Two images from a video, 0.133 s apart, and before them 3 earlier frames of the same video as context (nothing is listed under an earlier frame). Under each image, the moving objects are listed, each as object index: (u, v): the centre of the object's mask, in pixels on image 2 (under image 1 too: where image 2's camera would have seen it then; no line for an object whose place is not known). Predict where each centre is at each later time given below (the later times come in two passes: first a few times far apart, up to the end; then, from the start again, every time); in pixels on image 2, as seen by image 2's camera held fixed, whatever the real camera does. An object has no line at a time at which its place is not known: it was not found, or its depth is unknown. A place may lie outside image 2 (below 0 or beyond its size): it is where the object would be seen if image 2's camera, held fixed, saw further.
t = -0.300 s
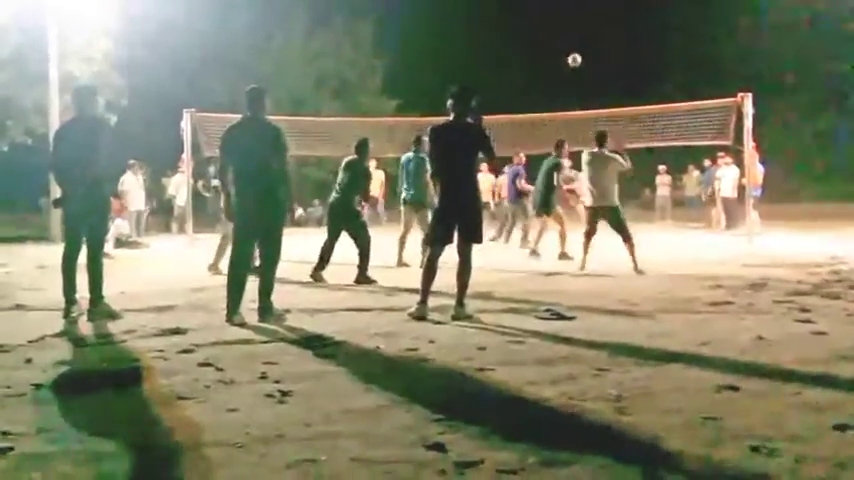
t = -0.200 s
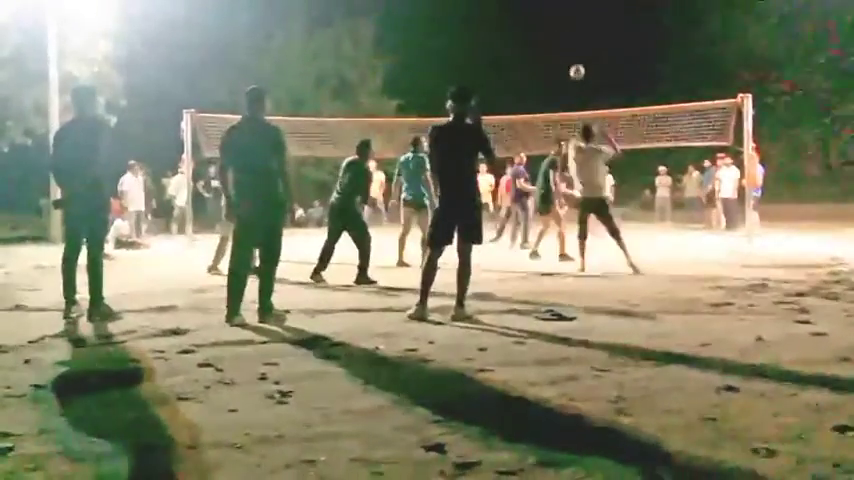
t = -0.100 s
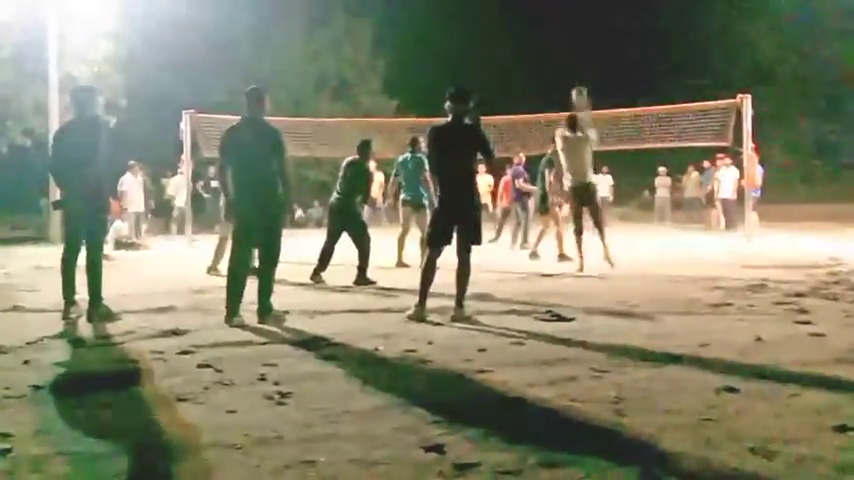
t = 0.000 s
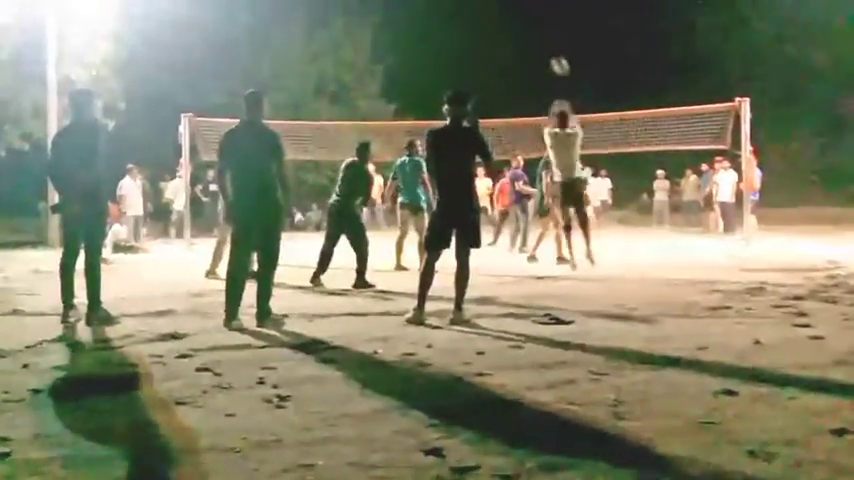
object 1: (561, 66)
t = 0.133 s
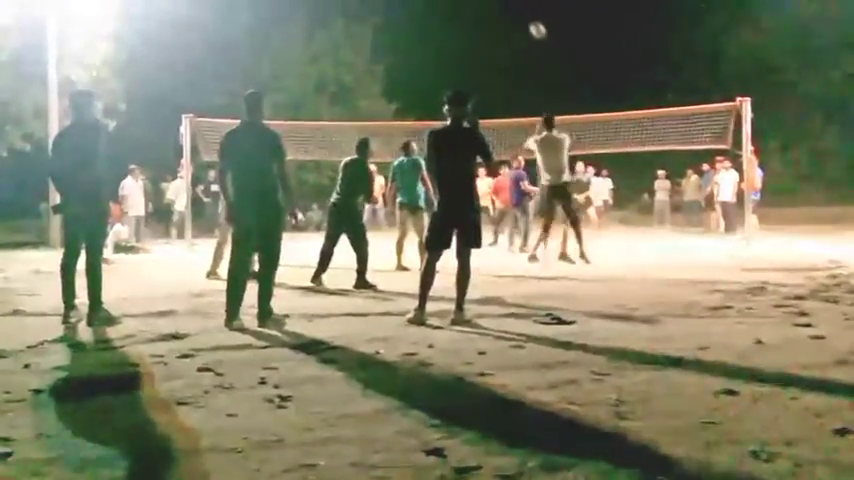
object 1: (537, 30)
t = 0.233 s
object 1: (522, 15)
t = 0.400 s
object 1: (501, 7)
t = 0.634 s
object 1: (479, 22)
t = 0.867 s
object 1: (461, 62)
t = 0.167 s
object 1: (532, 24)
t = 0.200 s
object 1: (527, 19)
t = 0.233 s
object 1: (522, 15)
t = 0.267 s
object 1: (518, 12)
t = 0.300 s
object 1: (513, 9)
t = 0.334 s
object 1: (509, 7)
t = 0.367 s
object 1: (505, 7)
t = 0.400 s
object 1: (501, 7)
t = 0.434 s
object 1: (497, 7)
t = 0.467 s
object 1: (494, 7)
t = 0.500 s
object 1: (490, 9)
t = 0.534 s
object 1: (488, 12)
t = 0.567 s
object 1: (485, 15)
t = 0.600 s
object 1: (482, 18)
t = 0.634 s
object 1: (479, 22)
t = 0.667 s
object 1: (476, 27)
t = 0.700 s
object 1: (473, 32)
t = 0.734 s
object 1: (471, 37)
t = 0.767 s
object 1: (468, 42)
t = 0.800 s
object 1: (465, 48)
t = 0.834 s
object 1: (463, 55)
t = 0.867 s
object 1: (461, 62)
